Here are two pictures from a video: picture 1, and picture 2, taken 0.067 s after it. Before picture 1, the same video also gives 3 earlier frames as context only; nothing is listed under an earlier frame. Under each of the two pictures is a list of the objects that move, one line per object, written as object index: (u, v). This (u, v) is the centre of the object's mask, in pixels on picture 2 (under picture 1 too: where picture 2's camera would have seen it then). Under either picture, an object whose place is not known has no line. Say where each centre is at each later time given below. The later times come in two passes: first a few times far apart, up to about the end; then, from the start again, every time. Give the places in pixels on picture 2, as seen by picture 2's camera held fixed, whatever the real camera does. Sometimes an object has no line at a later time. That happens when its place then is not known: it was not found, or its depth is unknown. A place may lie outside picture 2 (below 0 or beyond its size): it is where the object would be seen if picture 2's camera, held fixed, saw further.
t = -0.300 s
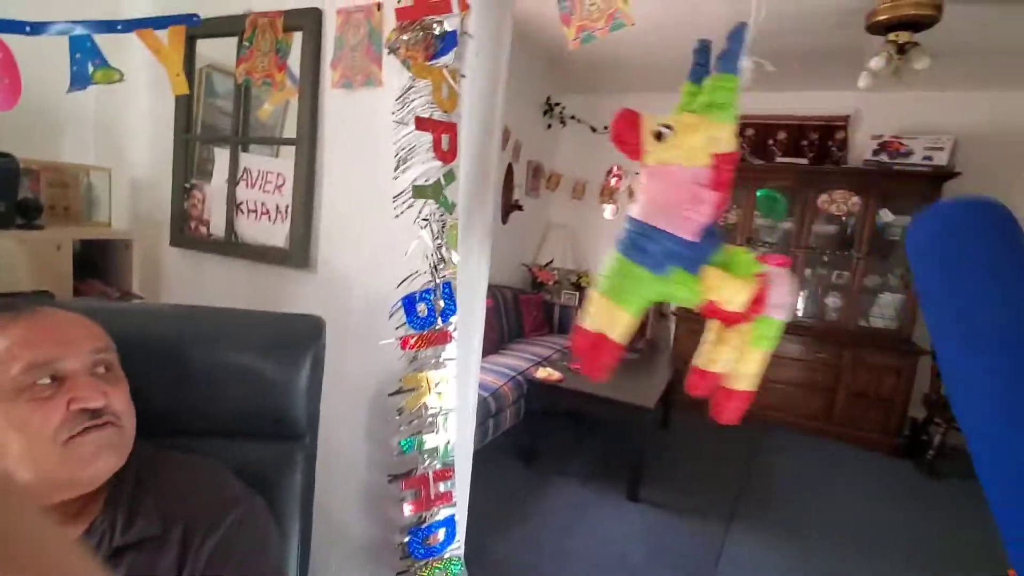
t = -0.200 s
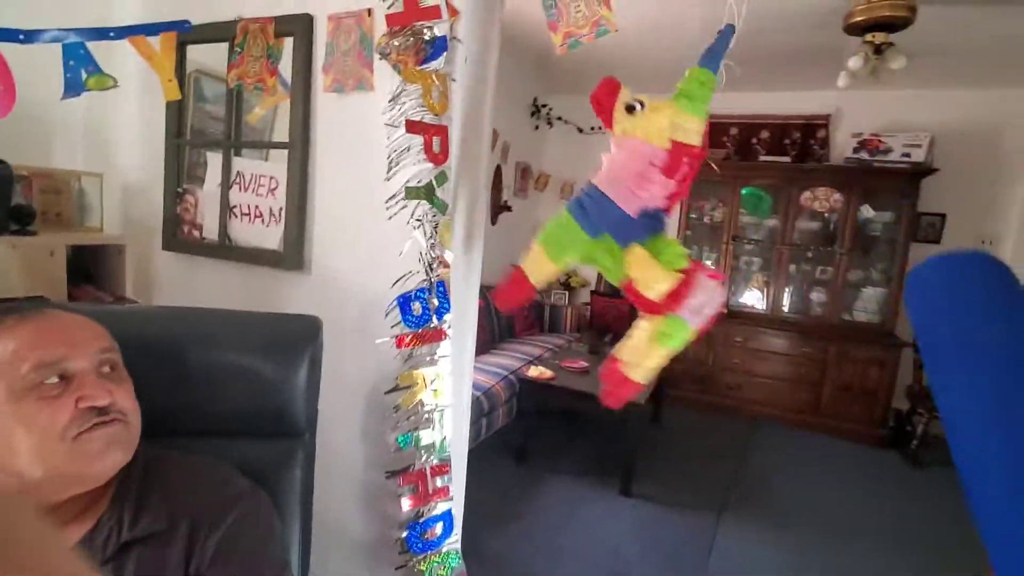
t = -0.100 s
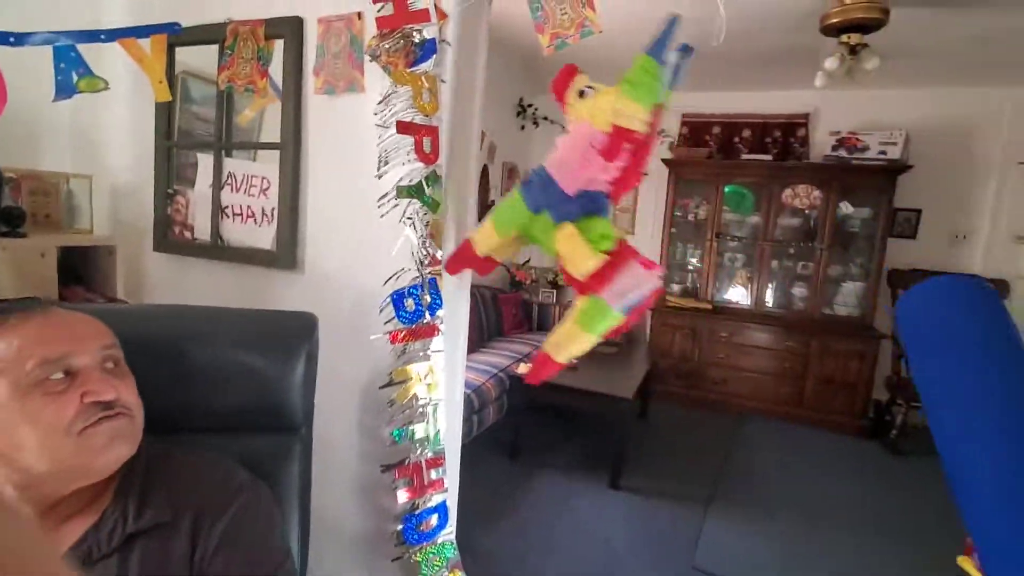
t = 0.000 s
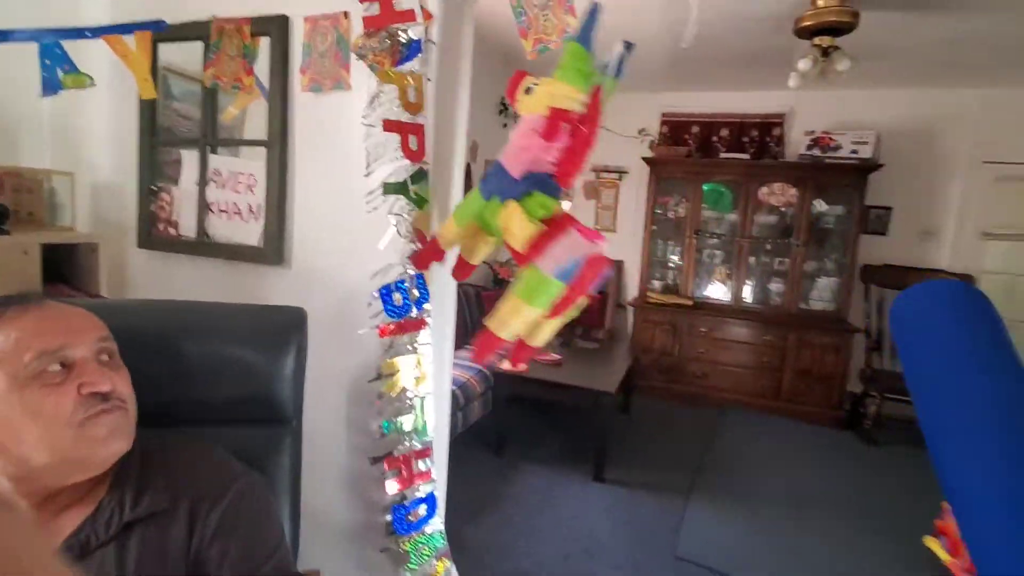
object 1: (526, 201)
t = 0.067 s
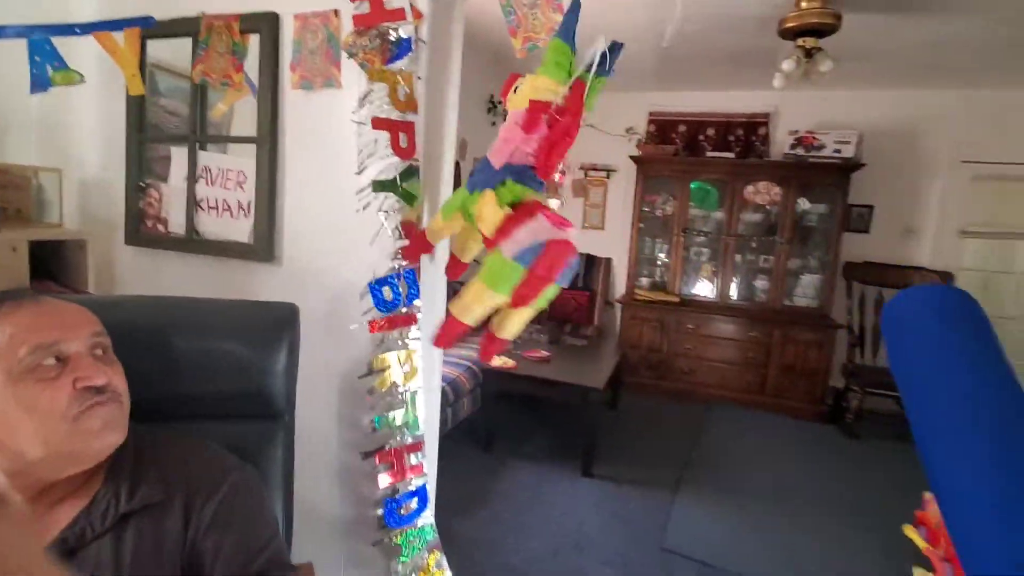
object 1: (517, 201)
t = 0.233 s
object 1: (530, 195)
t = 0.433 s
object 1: (588, 231)
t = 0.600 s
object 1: (676, 234)
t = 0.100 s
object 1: (517, 199)
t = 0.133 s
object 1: (519, 197)
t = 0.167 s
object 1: (521, 196)
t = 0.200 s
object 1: (525, 195)
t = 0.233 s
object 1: (530, 195)
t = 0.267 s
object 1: (536, 198)
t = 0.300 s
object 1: (543, 204)
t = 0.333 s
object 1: (552, 212)
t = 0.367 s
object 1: (562, 220)
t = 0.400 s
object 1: (574, 227)
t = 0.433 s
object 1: (588, 231)
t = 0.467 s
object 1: (604, 236)
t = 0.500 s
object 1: (622, 239)
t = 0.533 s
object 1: (641, 236)
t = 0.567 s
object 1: (658, 240)
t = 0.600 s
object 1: (676, 234)
